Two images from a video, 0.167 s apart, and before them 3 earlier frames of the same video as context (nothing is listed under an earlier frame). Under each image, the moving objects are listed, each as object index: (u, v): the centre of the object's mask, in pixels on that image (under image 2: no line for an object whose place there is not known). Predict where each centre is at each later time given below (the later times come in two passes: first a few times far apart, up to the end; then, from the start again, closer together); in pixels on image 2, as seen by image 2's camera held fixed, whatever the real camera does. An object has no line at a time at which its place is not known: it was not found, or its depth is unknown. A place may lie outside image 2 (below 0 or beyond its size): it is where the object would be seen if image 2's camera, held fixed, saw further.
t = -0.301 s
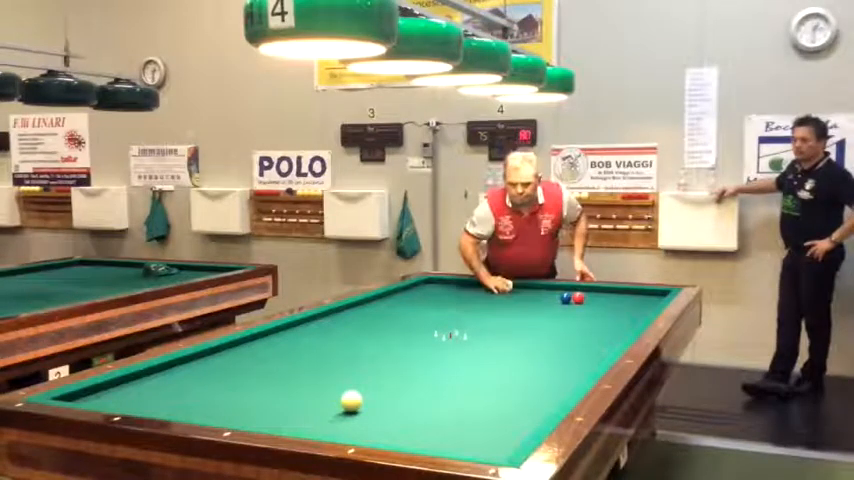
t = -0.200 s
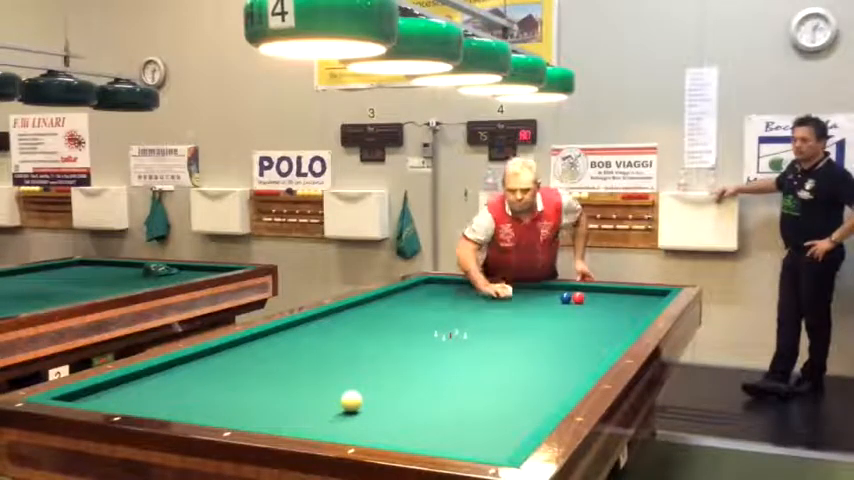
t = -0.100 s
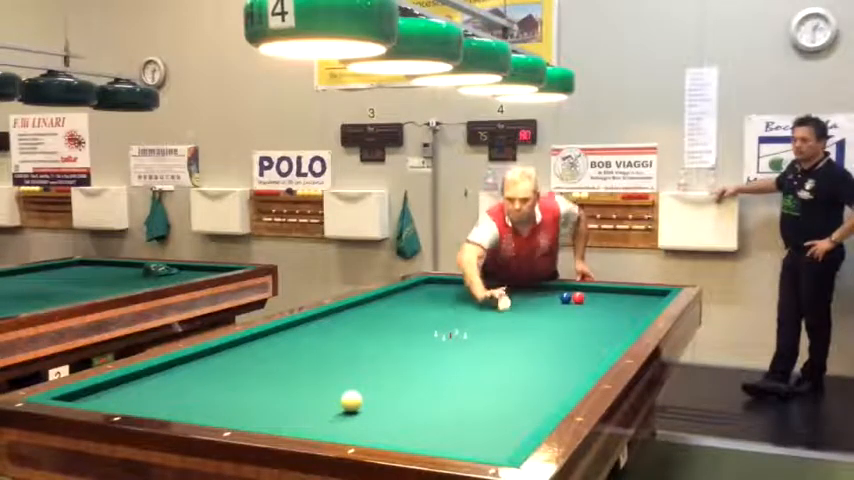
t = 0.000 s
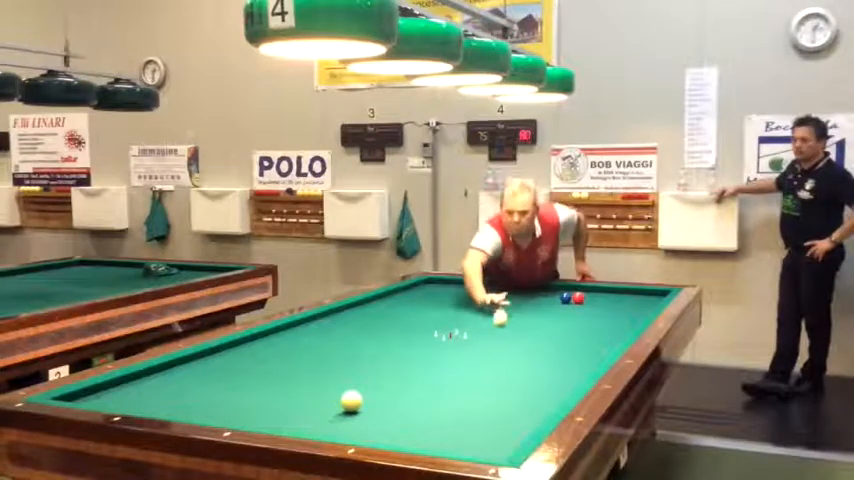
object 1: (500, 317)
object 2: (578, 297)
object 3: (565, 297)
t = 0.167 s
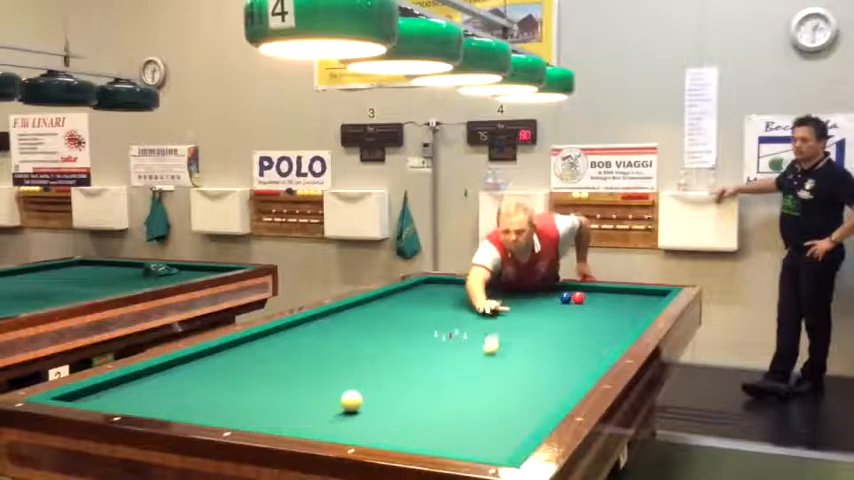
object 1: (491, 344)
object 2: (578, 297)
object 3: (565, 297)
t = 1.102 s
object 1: (570, 361)
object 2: (578, 297)
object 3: (565, 297)
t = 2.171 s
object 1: (609, 299)
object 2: (578, 297)
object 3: (565, 297)
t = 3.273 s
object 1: (590, 299)
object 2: (575, 300)
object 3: (530, 297)
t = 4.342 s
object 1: (595, 307)
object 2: (569, 309)
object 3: (460, 297)
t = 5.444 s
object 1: (598, 313)
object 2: (564, 317)
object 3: (400, 296)
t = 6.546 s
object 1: (599, 318)
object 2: (557, 323)
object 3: (391, 296)
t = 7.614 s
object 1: (600, 321)
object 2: (554, 328)
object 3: (401, 298)
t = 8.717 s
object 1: (600, 322)
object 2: (550, 330)
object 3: (407, 300)
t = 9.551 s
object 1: (600, 322)
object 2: (548, 331)
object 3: (408, 300)
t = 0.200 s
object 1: (489, 350)
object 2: (578, 297)
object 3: (565, 297)
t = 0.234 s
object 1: (487, 358)
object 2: (578, 297)
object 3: (565, 297)
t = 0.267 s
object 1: (485, 364)
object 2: (578, 297)
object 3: (565, 297)
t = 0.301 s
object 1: (482, 373)
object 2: (578, 297)
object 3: (565, 297)
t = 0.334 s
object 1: (480, 380)
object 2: (578, 297)
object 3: (565, 297)
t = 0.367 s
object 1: (477, 389)
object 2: (578, 297)
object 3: (565, 297)
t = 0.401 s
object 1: (475, 398)
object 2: (578, 297)
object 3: (565, 297)
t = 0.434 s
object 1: (472, 409)
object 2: (578, 297)
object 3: (565, 297)
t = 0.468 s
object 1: (469, 420)
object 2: (578, 297)
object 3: (565, 297)
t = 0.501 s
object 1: (466, 430)
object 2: (578, 297)
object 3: (565, 297)
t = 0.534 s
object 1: (462, 441)
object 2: (578, 297)
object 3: (565, 297)
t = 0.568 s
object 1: (466, 446)
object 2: (578, 297)
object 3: (565, 297)
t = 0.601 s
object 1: (479, 442)
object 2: (578, 297)
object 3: (565, 297)
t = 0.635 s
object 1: (494, 433)
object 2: (578, 297)
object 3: (565, 297)
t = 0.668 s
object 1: (507, 425)
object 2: (578, 297)
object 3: (565, 297)
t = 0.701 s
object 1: (520, 418)
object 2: (578, 297)
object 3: (565, 297)
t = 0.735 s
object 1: (530, 412)
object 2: (578, 297)
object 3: (565, 297)
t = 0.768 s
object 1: (541, 406)
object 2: (578, 297)
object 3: (565, 297)
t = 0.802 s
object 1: (551, 399)
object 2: (578, 297)
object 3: (565, 297)
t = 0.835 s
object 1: (554, 396)
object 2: (578, 297)
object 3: (565, 297)
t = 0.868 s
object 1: (557, 390)
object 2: (578, 297)
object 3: (565, 297)
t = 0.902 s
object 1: (559, 385)
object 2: (578, 297)
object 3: (565, 297)
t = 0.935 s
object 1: (560, 381)
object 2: (578, 297)
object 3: (565, 297)
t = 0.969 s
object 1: (562, 377)
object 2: (578, 297)
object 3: (565, 297)
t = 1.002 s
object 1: (564, 372)
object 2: (578, 297)
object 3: (565, 297)
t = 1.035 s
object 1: (566, 369)
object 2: (578, 297)
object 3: (565, 297)
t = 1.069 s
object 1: (568, 365)
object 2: (578, 297)
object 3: (565, 297)
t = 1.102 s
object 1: (570, 361)
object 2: (578, 297)
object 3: (565, 297)
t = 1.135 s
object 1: (571, 358)
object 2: (578, 297)
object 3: (565, 297)
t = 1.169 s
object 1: (573, 355)
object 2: (578, 297)
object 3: (565, 297)
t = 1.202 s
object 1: (575, 353)
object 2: (578, 297)
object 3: (565, 297)
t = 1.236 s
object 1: (576, 350)
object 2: (578, 297)
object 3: (565, 297)
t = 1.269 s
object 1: (578, 347)
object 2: (577, 297)
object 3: (565, 297)
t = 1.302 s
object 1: (581, 343)
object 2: (578, 297)
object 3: (565, 297)
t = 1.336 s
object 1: (582, 342)
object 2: (577, 297)
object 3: (565, 297)
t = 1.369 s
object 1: (583, 341)
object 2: (578, 297)
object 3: (565, 297)
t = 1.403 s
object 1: (583, 339)
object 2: (578, 297)
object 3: (565, 297)
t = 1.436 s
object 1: (585, 336)
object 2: (578, 297)
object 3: (565, 297)
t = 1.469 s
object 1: (587, 334)
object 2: (578, 297)
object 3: (565, 297)
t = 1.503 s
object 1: (588, 332)
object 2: (578, 297)
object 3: (565, 297)
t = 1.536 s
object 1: (589, 330)
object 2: (578, 297)
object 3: (565, 297)
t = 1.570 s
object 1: (591, 328)
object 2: (578, 297)
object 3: (565, 297)
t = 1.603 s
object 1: (592, 326)
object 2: (578, 297)
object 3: (565, 297)
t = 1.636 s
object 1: (593, 324)
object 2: (578, 297)
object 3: (565, 297)
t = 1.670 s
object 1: (595, 322)
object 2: (578, 297)
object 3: (565, 297)
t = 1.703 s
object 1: (596, 320)
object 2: (578, 297)
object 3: (565, 297)
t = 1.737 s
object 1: (597, 318)
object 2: (578, 297)
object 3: (565, 298)
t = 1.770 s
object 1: (597, 317)
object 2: (578, 297)
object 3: (565, 297)
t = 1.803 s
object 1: (598, 315)
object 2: (577, 297)
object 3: (565, 298)
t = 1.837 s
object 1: (599, 313)
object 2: (577, 297)
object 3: (565, 298)
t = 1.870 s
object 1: (601, 311)
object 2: (577, 297)
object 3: (565, 298)
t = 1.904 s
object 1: (602, 310)
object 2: (578, 297)
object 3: (565, 298)
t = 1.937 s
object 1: (603, 308)
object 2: (577, 297)
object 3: (565, 298)
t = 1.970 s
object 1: (604, 307)
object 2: (578, 297)
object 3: (565, 297)
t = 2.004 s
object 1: (605, 305)
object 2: (578, 297)
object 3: (565, 297)
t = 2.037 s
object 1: (606, 304)
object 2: (578, 297)
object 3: (565, 297)
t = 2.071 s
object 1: (606, 303)
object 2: (578, 297)
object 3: (565, 297)
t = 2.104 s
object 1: (608, 301)
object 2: (578, 297)
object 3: (565, 297)
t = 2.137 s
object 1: (608, 301)
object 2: (578, 297)
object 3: (565, 297)
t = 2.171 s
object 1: (609, 299)
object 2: (578, 297)
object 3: (565, 297)
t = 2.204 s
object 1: (610, 298)
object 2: (578, 297)
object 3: (565, 297)
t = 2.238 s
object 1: (611, 296)
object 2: (578, 297)
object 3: (565, 297)
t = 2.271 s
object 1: (611, 295)
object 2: (578, 297)
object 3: (565, 297)
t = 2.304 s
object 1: (612, 294)
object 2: (578, 297)
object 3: (565, 297)
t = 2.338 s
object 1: (613, 293)
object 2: (578, 297)
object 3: (565, 297)
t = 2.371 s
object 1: (614, 292)
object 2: (578, 297)
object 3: (565, 297)
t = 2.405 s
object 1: (614, 290)
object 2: (578, 297)
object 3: (565, 297)
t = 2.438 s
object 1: (615, 289)
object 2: (578, 297)
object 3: (565, 297)
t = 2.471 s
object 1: (614, 289)
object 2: (577, 297)
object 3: (565, 297)
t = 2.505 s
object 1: (611, 290)
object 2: (578, 297)
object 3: (565, 297)
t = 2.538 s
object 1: (609, 290)
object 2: (578, 297)
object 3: (565, 297)
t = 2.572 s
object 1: (606, 291)
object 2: (578, 297)
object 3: (565, 297)
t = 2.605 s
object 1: (603, 292)
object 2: (578, 297)
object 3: (565, 297)
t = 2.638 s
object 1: (600, 292)
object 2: (578, 297)
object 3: (565, 297)
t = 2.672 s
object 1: (598, 293)
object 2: (578, 297)
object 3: (565, 297)
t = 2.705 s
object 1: (595, 293)
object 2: (577, 297)
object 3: (565, 297)
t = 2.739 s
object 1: (593, 294)
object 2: (577, 297)
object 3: (565, 297)
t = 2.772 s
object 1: (590, 295)
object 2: (577, 297)
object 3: (565, 297)
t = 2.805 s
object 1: (589, 295)
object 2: (576, 297)
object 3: (565, 297)
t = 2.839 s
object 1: (589, 296)
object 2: (576, 297)
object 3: (563, 297)
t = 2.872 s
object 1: (589, 297)
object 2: (574, 298)
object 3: (560, 297)
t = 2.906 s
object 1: (589, 297)
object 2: (576, 298)
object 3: (557, 297)
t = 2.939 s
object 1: (589, 297)
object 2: (575, 298)
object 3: (554, 297)
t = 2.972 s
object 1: (589, 297)
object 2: (576, 299)
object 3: (551, 298)
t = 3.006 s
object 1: (589, 298)
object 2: (576, 299)
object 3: (549, 297)
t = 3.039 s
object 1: (589, 298)
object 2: (576, 299)
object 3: (546, 297)
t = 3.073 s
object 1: (589, 298)
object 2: (576, 299)
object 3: (544, 298)
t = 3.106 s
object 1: (589, 298)
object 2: (575, 299)
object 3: (542, 297)
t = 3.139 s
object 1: (590, 298)
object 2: (575, 299)
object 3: (539, 297)
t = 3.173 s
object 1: (590, 298)
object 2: (575, 299)
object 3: (537, 297)
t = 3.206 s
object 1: (590, 299)
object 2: (575, 300)
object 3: (534, 297)
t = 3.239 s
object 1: (590, 299)
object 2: (575, 300)
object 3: (532, 297)
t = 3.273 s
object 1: (590, 299)
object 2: (575, 300)
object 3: (530, 297)
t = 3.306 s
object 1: (590, 299)
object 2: (575, 301)
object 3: (527, 297)
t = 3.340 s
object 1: (590, 300)
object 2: (574, 301)
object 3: (525, 297)
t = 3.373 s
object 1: (590, 300)
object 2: (574, 301)
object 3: (523, 297)
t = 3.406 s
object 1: (591, 300)
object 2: (574, 302)
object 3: (521, 297)
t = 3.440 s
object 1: (591, 300)
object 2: (574, 302)
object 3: (518, 297)
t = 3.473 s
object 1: (591, 300)
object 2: (574, 302)
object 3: (517, 297)
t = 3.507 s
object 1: (591, 300)
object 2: (573, 302)
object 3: (514, 297)
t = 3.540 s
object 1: (591, 301)
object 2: (573, 302)
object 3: (512, 297)
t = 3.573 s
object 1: (591, 301)
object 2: (574, 302)
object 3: (509, 297)
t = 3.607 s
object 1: (592, 301)
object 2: (573, 303)
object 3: (508, 297)
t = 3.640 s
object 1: (592, 301)
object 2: (573, 303)
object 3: (505, 297)
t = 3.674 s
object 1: (592, 301)
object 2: (573, 303)
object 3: (503, 297)
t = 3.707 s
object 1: (592, 302)
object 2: (572, 305)
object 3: (500, 297)
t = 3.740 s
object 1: (592, 302)
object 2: (572, 305)
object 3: (498, 297)
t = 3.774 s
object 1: (592, 302)
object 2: (572, 305)
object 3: (496, 297)
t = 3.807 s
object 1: (593, 303)
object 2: (572, 305)
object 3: (494, 297)
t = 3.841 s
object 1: (593, 303)
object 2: (572, 306)
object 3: (492, 297)
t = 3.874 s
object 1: (593, 303)
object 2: (571, 306)
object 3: (489, 297)
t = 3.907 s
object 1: (593, 304)
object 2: (571, 306)
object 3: (487, 297)
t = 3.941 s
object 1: (593, 304)
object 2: (571, 306)
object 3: (485, 297)
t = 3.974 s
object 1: (593, 304)
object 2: (571, 307)
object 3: (483, 297)
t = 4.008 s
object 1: (593, 304)
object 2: (571, 307)
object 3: (480, 297)
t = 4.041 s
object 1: (593, 304)
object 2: (571, 307)
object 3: (478, 297)
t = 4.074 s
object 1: (593, 305)
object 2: (571, 307)
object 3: (476, 297)
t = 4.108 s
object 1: (593, 305)
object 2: (571, 307)
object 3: (474, 297)
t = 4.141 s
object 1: (594, 306)
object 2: (570, 308)
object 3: (472, 297)
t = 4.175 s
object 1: (594, 306)
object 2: (570, 308)
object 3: (470, 297)
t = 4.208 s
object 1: (594, 306)
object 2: (570, 308)
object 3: (468, 297)
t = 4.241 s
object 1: (594, 306)
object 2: (570, 308)
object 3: (466, 297)
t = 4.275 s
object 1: (594, 306)
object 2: (569, 309)
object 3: (464, 297)
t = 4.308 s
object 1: (595, 306)
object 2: (570, 309)
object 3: (462, 297)
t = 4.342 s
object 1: (595, 307)
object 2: (569, 309)
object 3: (460, 297)
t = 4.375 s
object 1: (595, 307)
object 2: (569, 309)
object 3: (458, 297)
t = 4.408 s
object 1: (595, 307)
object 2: (569, 309)
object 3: (456, 297)
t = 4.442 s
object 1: (595, 307)
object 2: (569, 310)
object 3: (454, 297)
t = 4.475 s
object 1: (595, 307)
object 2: (569, 310)
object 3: (452, 297)
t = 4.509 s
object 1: (595, 308)
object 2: (568, 310)
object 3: (451, 297)
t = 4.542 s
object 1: (595, 308)
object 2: (568, 310)
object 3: (448, 296)
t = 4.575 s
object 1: (595, 308)
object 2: (568, 311)
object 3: (446, 296)
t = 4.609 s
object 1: (595, 308)
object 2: (568, 311)
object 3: (444, 296)
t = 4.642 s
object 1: (596, 309)
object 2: (568, 312)
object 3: (442, 296)
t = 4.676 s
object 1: (596, 309)
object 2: (568, 312)
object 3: (440, 297)
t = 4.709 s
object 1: (596, 309)
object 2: (568, 312)
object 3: (438, 297)
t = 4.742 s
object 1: (596, 310)
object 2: (568, 313)
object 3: (436, 297)
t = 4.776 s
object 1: (596, 310)
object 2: (567, 313)
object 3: (434, 296)
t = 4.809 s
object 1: (596, 310)
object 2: (567, 313)
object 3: (433, 297)
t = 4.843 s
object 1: (596, 310)
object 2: (567, 313)
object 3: (431, 296)
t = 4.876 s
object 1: (597, 310)
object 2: (567, 313)
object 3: (429, 296)
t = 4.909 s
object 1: (597, 310)
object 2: (567, 314)
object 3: (428, 297)
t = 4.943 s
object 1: (597, 311)
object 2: (566, 314)
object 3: (425, 296)
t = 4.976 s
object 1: (597, 311)
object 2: (566, 314)
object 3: (424, 296)
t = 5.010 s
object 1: (597, 311)
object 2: (566, 314)
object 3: (422, 296)
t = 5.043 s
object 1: (597, 311)
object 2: (566, 314)
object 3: (420, 296)
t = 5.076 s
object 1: (597, 311)
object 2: (566, 315)
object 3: (418, 296)
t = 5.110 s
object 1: (597, 312)
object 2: (566, 314)
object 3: (417, 297)
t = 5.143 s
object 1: (597, 312)
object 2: (565, 315)
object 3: (415, 296)
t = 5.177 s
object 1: (597, 312)
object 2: (565, 315)
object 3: (413, 297)
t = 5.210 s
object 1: (597, 312)
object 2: (565, 315)
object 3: (411, 296)
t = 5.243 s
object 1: (597, 312)
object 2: (565, 317)
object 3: (409, 296)
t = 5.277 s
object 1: (597, 312)
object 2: (565, 316)
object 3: (407, 296)
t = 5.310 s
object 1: (598, 313)
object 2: (565, 316)
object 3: (406, 296)
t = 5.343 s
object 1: (598, 313)
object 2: (564, 317)
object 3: (404, 296)
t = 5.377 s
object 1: (598, 313)
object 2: (564, 317)
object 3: (403, 296)
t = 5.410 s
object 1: (598, 313)
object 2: (564, 317)
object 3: (402, 296)
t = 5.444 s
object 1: (598, 313)
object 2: (564, 317)
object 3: (400, 296)
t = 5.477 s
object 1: (598, 313)
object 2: (564, 317)
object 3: (399, 296)
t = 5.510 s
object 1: (598, 313)
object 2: (564, 317)
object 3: (398, 296)
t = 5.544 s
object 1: (598, 313)
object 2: (564, 317)
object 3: (397, 296)
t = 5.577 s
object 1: (598, 313)
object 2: (564, 317)
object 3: (394, 296)
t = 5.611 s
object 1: (598, 313)
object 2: (564, 317)
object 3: (393, 295)
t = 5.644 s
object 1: (598, 314)
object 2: (564, 318)
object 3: (392, 295)
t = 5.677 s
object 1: (598, 314)
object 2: (563, 318)
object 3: (388, 296)
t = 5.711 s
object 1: (598, 314)
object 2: (563, 318)
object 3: (387, 296)
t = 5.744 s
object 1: (598, 315)
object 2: (563, 318)
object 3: (386, 296)
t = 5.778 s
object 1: (598, 315)
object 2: (563, 318)
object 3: (384, 297)
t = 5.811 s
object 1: (598, 314)
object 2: (562, 318)
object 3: (383, 297)
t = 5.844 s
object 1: (598, 314)
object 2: (562, 318)
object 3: (383, 297)
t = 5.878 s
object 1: (598, 315)
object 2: (562, 319)
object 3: (384, 297)
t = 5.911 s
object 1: (599, 315)
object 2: (562, 319)
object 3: (384, 297)
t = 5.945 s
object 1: (599, 315)
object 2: (561, 319)
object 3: (384, 296)
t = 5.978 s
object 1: (599, 316)
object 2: (561, 321)
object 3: (385, 296)
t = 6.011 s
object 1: (599, 316)
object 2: (561, 321)
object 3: (385, 296)
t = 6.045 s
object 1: (599, 316)
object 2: (560, 321)
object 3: (386, 296)
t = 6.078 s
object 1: (599, 316)
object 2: (560, 321)
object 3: (386, 296)
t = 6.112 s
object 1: (599, 317)
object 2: (560, 321)
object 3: (386, 296)
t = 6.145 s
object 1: (599, 317)
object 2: (560, 321)
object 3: (387, 296)
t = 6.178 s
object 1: (599, 317)
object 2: (559, 321)
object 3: (388, 296)
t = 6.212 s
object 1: (599, 317)
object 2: (559, 322)
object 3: (388, 296)
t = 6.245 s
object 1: (599, 317)
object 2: (559, 322)
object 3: (388, 296)
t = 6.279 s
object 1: (599, 317)
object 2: (559, 322)
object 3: (389, 296)
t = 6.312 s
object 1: (599, 317)
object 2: (559, 322)
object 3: (389, 296)
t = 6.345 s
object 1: (599, 317)
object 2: (559, 322)
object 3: (389, 296)
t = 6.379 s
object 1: (599, 317)
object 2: (559, 322)
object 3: (390, 296)
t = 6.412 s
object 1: (599, 317)
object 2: (558, 322)
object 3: (390, 296)
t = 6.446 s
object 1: (599, 318)
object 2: (558, 323)
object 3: (390, 296)
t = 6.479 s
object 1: (599, 318)
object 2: (558, 323)
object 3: (391, 296)
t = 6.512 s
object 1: (599, 318)
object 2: (558, 323)
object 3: (391, 296)
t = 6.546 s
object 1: (599, 318)
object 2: (557, 323)
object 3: (391, 296)
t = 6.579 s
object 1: (599, 318)
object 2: (557, 323)
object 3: (392, 297)
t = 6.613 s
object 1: (600, 318)
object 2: (557, 324)
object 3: (393, 297)
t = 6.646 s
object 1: (600, 318)
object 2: (557, 324)
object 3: (393, 297)
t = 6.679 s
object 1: (600, 319)
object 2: (557, 324)
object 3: (393, 297)
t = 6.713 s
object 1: (600, 319)
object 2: (557, 324)
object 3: (394, 297)
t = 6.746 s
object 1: (600, 319)
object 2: (557, 324)
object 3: (394, 297)
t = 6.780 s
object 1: (599, 319)
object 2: (557, 324)
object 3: (394, 297)
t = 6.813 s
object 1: (600, 319)
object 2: (556, 324)
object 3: (396, 297)
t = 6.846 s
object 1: (600, 319)
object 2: (556, 324)
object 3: (396, 297)
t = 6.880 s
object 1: (600, 319)
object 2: (556, 324)
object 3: (397, 297)
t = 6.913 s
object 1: (600, 319)
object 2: (556, 324)
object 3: (397, 298)
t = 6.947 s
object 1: (599, 319)
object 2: (556, 325)
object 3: (398, 298)
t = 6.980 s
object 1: (599, 320)
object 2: (555, 325)
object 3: (398, 298)
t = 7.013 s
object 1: (599, 320)
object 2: (555, 326)
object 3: (398, 298)
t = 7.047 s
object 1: (599, 320)
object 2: (555, 326)
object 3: (398, 298)
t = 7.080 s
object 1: (599, 320)
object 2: (555, 326)
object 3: (398, 298)
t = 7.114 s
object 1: (599, 320)
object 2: (555, 326)
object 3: (398, 298)
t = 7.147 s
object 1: (599, 320)
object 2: (555, 326)
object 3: (399, 298)
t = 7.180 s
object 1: (599, 320)
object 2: (555, 326)
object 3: (399, 298)
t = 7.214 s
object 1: (599, 320)
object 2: (555, 327)
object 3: (399, 298)
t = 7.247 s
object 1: (599, 320)
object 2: (555, 326)
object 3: (399, 298)
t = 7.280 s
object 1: (600, 320)
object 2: (555, 327)
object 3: (399, 298)
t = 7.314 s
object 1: (600, 321)
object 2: (554, 327)
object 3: (400, 298)
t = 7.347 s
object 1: (599, 321)
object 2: (554, 327)
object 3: (400, 299)
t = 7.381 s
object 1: (600, 321)
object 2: (554, 327)
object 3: (400, 299)
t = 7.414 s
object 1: (600, 321)
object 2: (554, 327)
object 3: (401, 299)
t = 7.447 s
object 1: (600, 321)
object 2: (554, 327)
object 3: (401, 299)
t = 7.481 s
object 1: (600, 321)
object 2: (554, 327)
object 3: (401, 298)
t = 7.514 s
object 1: (600, 321)
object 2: (554, 327)
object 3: (401, 298)
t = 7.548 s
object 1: (600, 321)
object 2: (554, 327)
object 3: (401, 298)
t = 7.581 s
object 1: (600, 321)
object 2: (554, 328)
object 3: (401, 298)
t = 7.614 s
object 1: (600, 321)
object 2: (554, 328)
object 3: (401, 298)
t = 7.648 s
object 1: (600, 321)
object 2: (553, 328)
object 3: (401, 298)
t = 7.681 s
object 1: (600, 321)
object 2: (553, 328)
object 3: (401, 298)
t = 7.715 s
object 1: (600, 321)
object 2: (553, 328)
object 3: (401, 298)
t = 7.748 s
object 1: (600, 321)
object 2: (553, 328)
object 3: (401, 298)
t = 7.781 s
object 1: (600, 322)
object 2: (553, 328)
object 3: (402, 298)
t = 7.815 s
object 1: (600, 322)
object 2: (553, 328)
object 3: (402, 298)
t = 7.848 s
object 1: (600, 322)
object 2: (553, 328)
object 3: (402, 298)
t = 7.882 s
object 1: (600, 322)
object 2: (552, 329)
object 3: (402, 298)
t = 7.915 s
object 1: (600, 322)
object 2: (552, 329)
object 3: (402, 298)
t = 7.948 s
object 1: (600, 322)
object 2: (552, 329)
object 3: (402, 298)
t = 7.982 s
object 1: (600, 322)
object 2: (552, 329)
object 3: (402, 298)
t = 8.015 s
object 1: (600, 322)
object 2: (552, 329)
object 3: (402, 298)
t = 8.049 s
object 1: (600, 322)
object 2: (552, 329)
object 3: (402, 298)
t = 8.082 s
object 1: (600, 322)
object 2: (552, 329)
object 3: (402, 298)
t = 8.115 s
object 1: (600, 322)
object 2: (552, 329)
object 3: (403, 298)
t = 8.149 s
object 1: (600, 322)
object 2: (551, 329)
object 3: (403, 298)
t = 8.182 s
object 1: (600, 322)
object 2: (551, 329)
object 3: (403, 298)
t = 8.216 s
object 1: (600, 322)
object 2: (551, 329)
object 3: (403, 298)
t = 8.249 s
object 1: (600, 322)
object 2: (551, 329)
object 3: (403, 298)
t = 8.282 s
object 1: (600, 322)
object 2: (551, 329)
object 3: (403, 298)
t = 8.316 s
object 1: (600, 322)
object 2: (551, 329)
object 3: (403, 298)
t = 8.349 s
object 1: (600, 322)
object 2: (551, 329)
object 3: (403, 299)
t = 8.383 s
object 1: (600, 322)
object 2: (551, 329)
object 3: (403, 298)
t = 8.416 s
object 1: (600, 322)
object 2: (551, 329)
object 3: (403, 299)
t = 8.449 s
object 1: (600, 322)
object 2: (550, 329)
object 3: (403, 298)
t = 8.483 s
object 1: (600, 322)
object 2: (550, 329)
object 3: (403, 299)
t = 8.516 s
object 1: (600, 322)
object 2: (550, 329)
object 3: (403, 298)
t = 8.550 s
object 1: (600, 322)
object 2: (550, 329)
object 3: (403, 298)
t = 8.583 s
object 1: (600, 322)
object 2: (550, 330)
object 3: (403, 298)
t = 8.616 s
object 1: (600, 322)
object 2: (550, 330)
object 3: (403, 298)
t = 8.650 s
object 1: (600, 322)
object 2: (550, 330)
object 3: (407, 299)
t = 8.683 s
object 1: (600, 322)
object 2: (550, 330)
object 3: (407, 300)
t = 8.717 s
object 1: (600, 322)
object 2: (550, 330)
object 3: (407, 300)
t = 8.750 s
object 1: (600, 322)
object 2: (549, 330)
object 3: (407, 300)
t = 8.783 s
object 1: (600, 322)
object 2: (549, 330)
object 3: (407, 300)
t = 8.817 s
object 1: (600, 322)
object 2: (549, 330)
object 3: (407, 300)
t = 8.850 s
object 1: (600, 322)
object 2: (549, 330)
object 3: (407, 300)
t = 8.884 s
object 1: (600, 322)
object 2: (549, 330)
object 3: (407, 300)
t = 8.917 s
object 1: (600, 322)
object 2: (549, 331)
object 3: (407, 300)
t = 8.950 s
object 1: (600, 322)
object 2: (549, 330)
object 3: (407, 300)
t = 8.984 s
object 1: (600, 322)
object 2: (549, 330)
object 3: (407, 300)
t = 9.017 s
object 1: (600, 322)
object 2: (549, 330)
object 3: (407, 300)
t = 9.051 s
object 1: (600, 322)
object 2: (549, 331)
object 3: (407, 300)
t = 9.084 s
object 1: (600, 322)
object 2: (549, 330)
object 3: (408, 300)
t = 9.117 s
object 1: (600, 322)
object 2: (549, 331)
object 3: (407, 300)
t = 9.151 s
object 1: (600, 322)
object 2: (549, 330)
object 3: (407, 300)
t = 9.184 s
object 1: (600, 322)
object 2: (549, 331)
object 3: (407, 300)
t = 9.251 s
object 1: (600, 322)
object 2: (549, 330)
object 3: (407, 300)
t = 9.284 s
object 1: (600, 322)
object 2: (549, 330)
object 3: (408, 300)
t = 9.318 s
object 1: (600, 322)
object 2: (549, 331)
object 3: (408, 300)
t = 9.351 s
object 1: (600, 322)
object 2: (549, 331)
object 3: (408, 300)
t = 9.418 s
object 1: (600, 322)
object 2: (548, 331)
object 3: (408, 300)
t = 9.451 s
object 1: (600, 322)
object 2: (548, 331)
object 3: (408, 300)
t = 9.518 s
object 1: (600, 322)
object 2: (548, 331)
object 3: (408, 300)
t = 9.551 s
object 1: (600, 322)
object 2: (548, 331)
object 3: (408, 300)
